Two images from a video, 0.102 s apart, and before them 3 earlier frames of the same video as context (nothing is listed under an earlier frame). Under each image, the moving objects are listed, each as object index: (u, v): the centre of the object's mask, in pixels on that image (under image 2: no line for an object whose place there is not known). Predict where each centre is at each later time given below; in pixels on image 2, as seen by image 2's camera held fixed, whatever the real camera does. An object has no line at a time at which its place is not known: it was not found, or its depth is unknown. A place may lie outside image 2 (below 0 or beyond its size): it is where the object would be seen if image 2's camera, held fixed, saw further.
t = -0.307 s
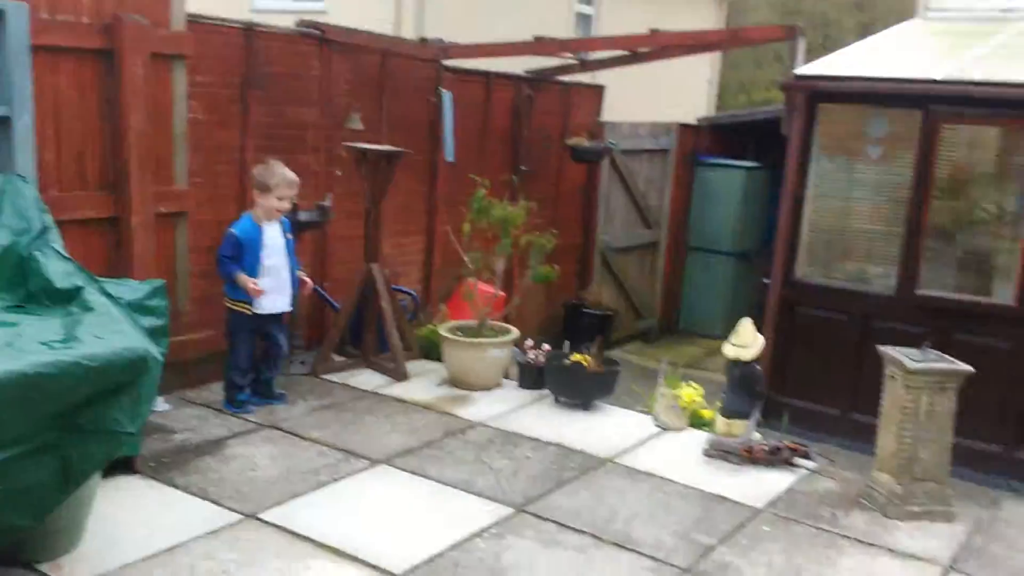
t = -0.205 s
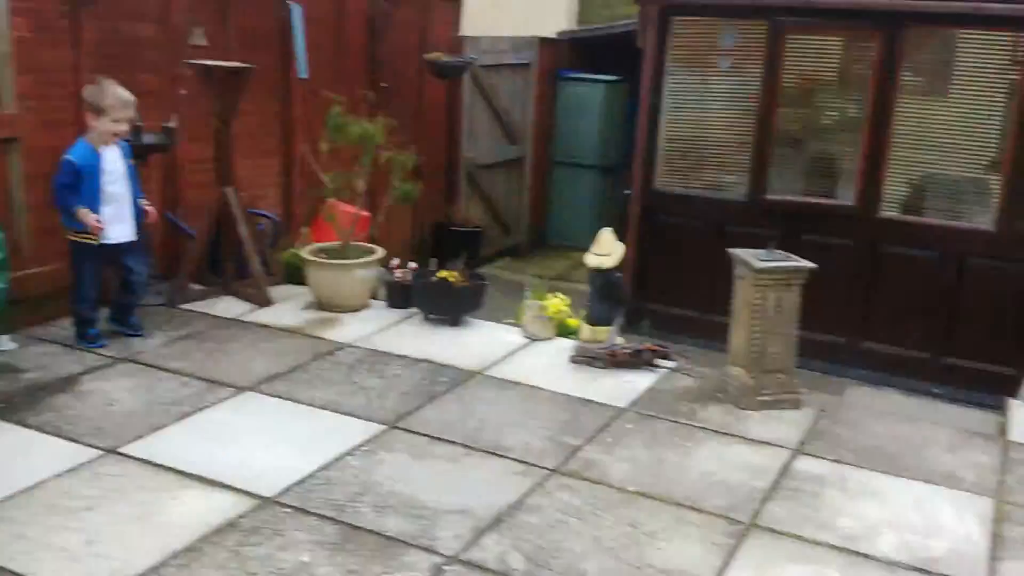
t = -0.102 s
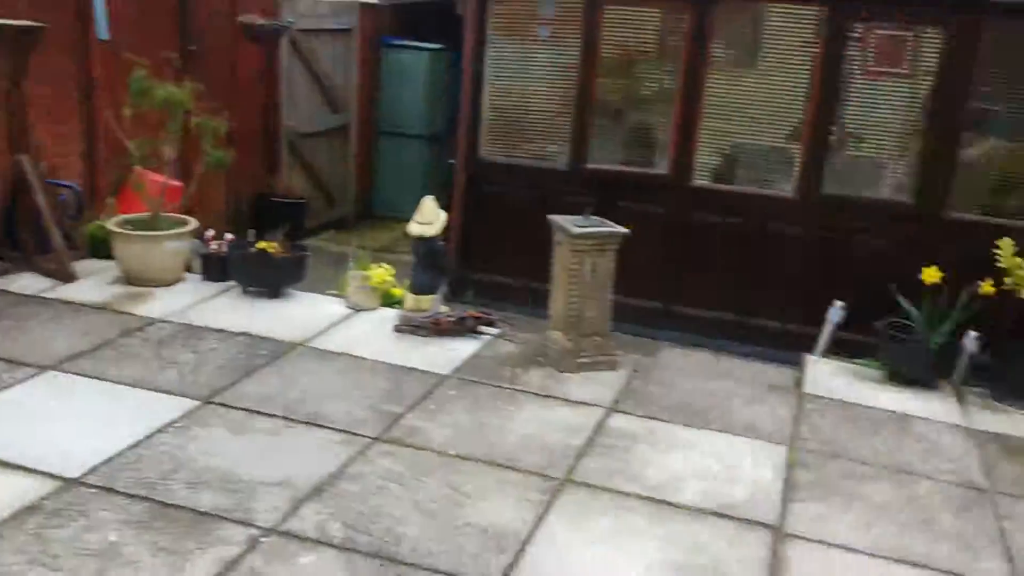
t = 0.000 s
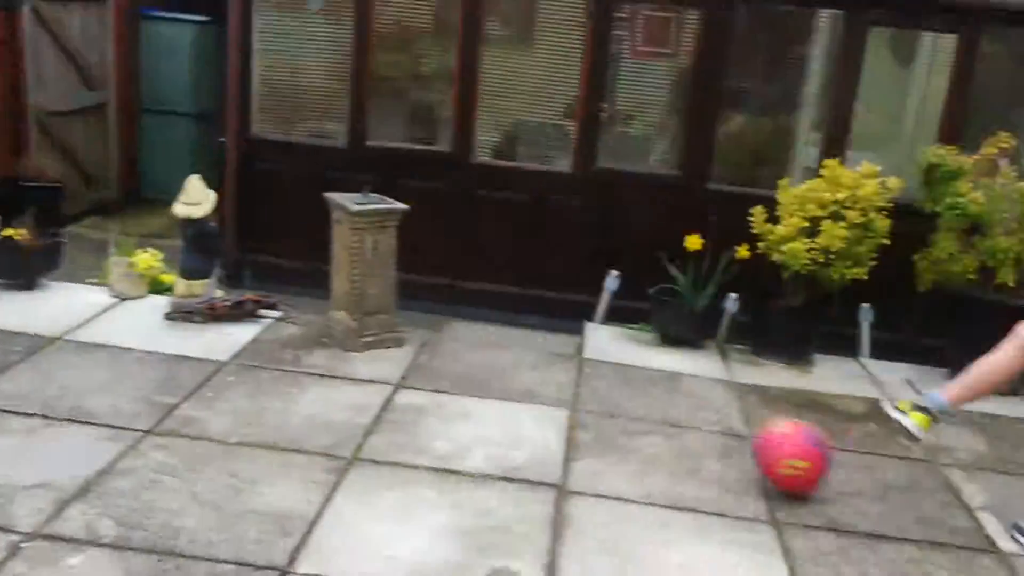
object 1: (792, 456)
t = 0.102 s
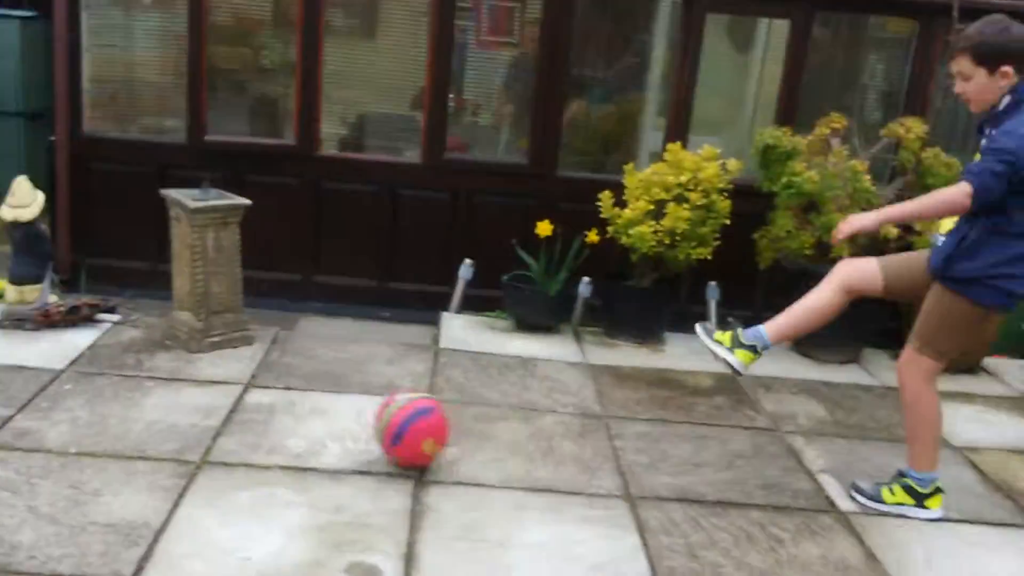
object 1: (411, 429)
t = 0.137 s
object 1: (344, 418)
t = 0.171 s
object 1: (272, 412)
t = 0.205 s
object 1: (200, 409)
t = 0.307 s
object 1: (-19, 429)
